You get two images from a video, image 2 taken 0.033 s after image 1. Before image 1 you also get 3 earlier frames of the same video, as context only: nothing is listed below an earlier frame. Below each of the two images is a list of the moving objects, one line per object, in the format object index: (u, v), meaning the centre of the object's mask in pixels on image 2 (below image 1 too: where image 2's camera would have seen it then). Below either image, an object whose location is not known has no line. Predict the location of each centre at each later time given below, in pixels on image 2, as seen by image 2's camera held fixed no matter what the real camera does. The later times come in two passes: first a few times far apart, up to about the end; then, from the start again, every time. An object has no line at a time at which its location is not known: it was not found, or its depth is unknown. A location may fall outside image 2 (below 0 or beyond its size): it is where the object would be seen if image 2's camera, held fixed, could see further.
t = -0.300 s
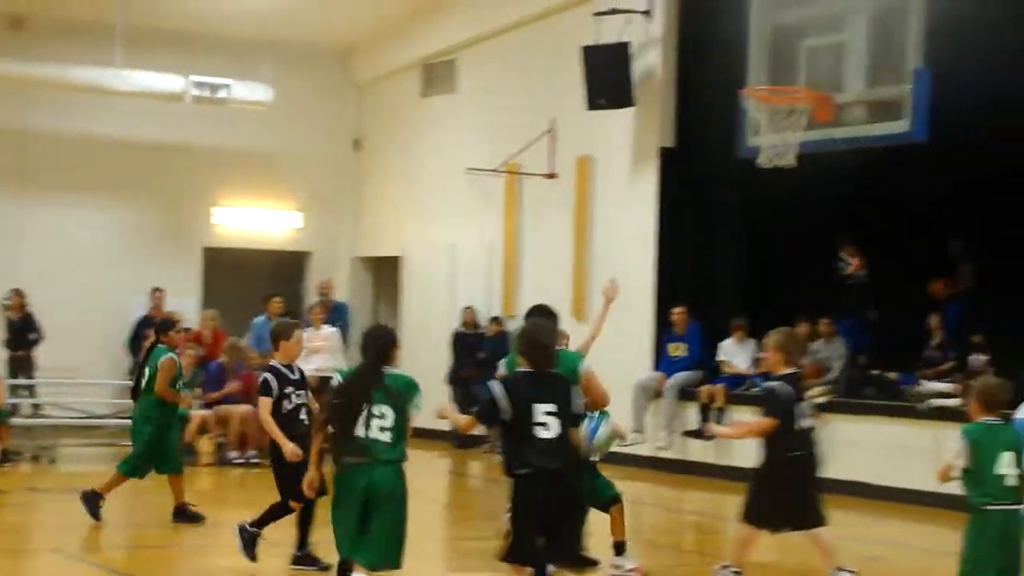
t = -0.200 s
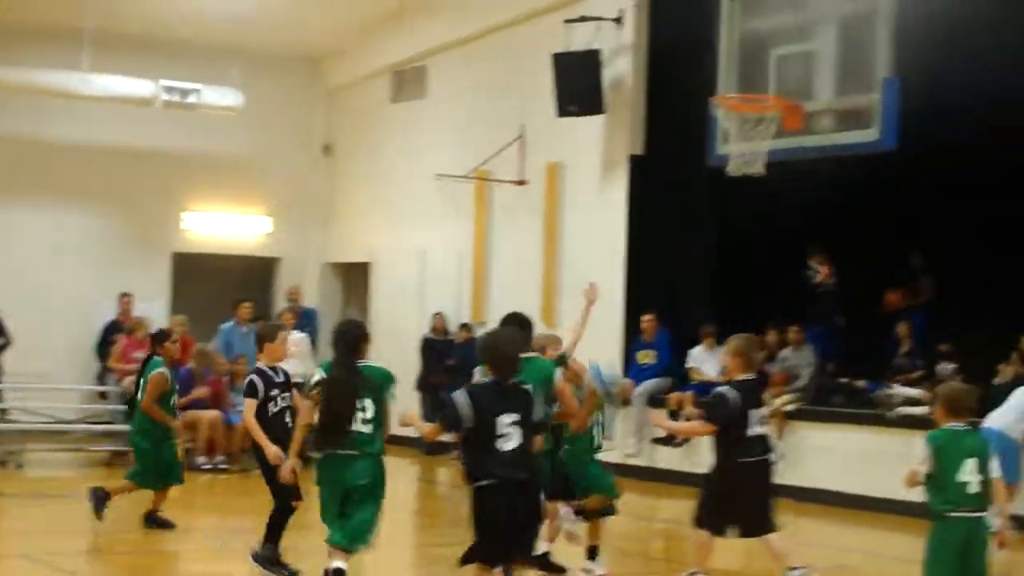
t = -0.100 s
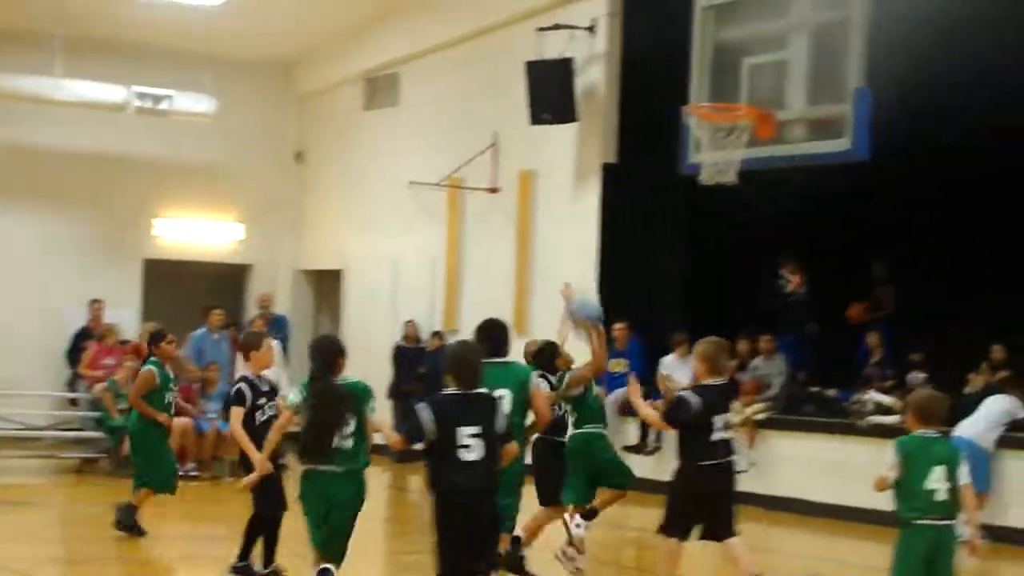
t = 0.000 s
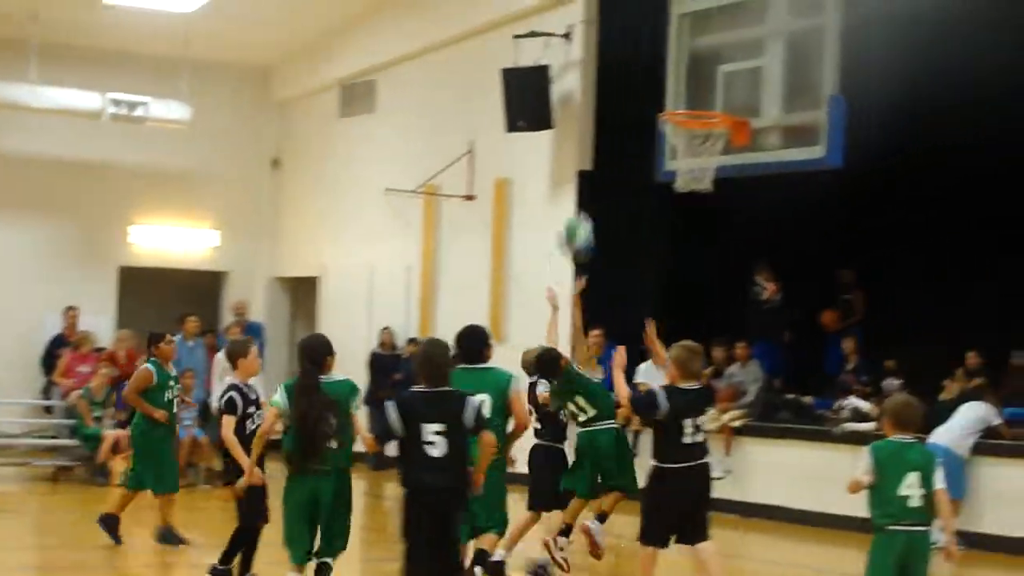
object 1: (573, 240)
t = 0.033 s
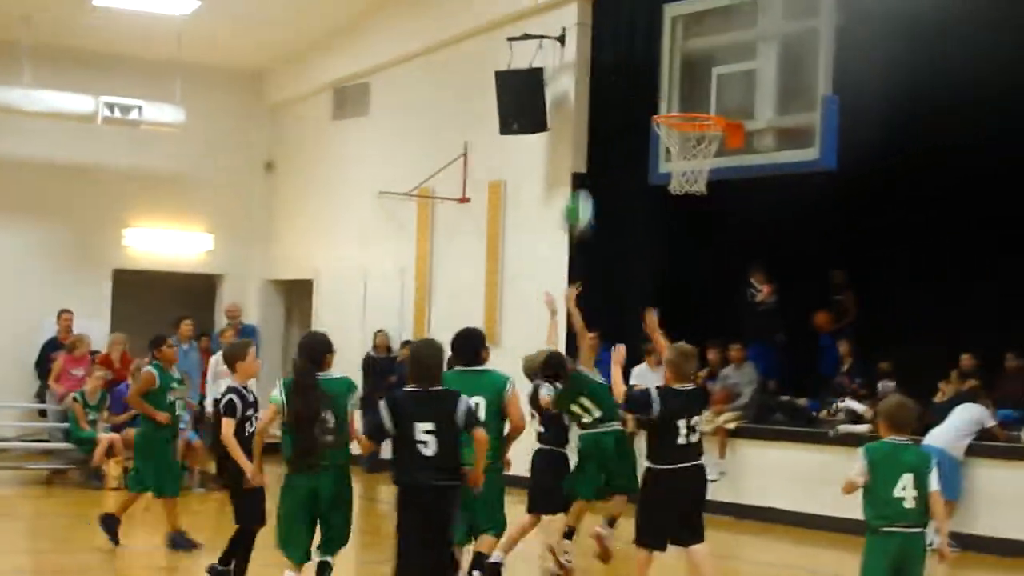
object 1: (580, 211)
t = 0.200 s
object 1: (608, 123)
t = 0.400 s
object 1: (641, 78)
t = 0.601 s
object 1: (669, 92)
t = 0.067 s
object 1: (584, 192)
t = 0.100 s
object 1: (589, 174)
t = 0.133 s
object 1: (598, 153)
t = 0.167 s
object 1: (604, 137)
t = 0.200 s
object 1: (608, 123)
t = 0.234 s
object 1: (613, 111)
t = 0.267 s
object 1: (619, 101)
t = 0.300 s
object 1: (625, 92)
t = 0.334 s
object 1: (630, 86)
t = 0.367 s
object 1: (635, 81)
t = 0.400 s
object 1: (641, 78)
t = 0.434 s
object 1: (645, 76)
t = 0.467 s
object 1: (650, 75)
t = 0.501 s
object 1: (654, 77)
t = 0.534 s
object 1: (659, 80)
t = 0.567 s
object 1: (663, 85)
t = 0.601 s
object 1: (669, 92)
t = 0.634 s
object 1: (674, 97)
